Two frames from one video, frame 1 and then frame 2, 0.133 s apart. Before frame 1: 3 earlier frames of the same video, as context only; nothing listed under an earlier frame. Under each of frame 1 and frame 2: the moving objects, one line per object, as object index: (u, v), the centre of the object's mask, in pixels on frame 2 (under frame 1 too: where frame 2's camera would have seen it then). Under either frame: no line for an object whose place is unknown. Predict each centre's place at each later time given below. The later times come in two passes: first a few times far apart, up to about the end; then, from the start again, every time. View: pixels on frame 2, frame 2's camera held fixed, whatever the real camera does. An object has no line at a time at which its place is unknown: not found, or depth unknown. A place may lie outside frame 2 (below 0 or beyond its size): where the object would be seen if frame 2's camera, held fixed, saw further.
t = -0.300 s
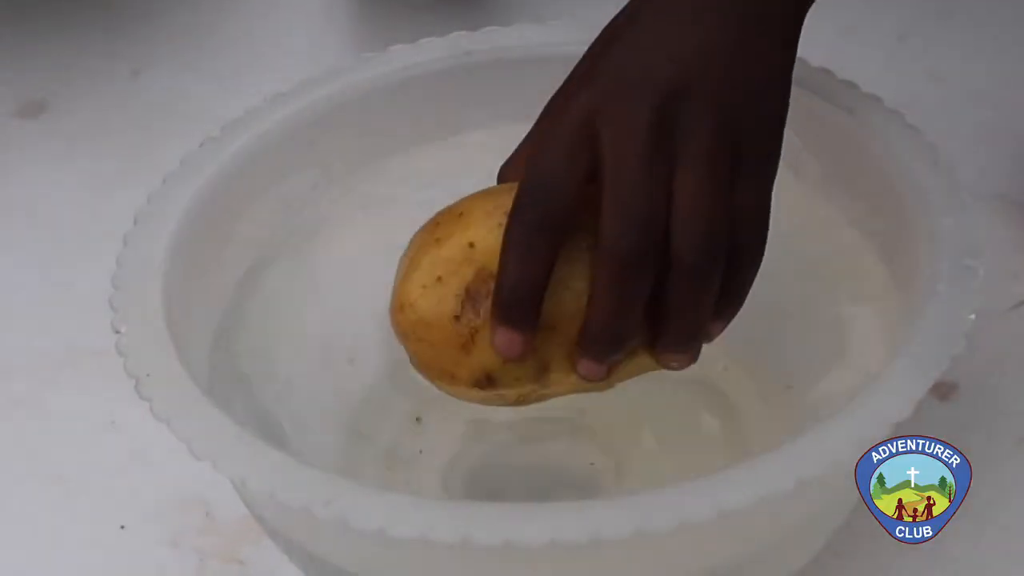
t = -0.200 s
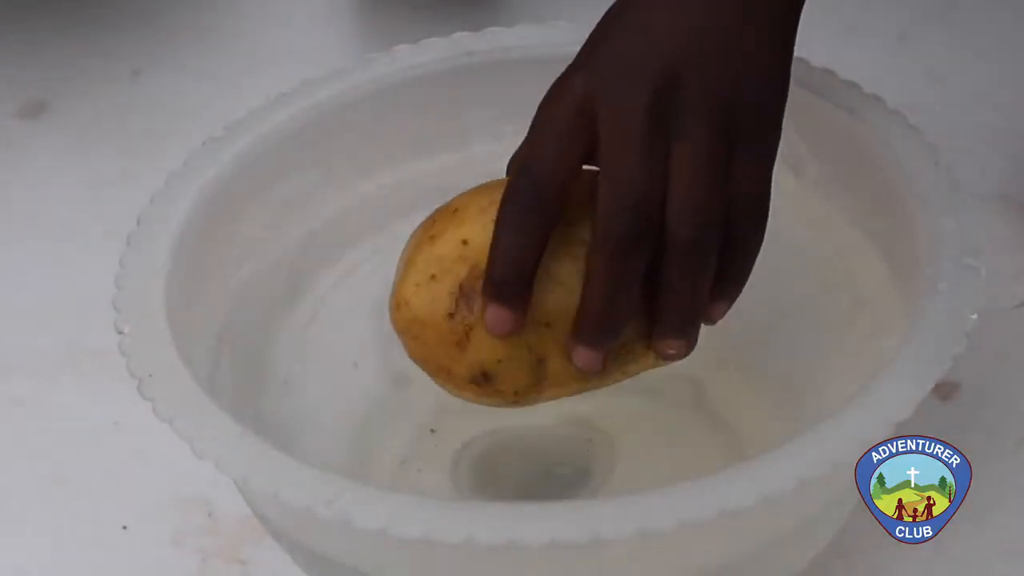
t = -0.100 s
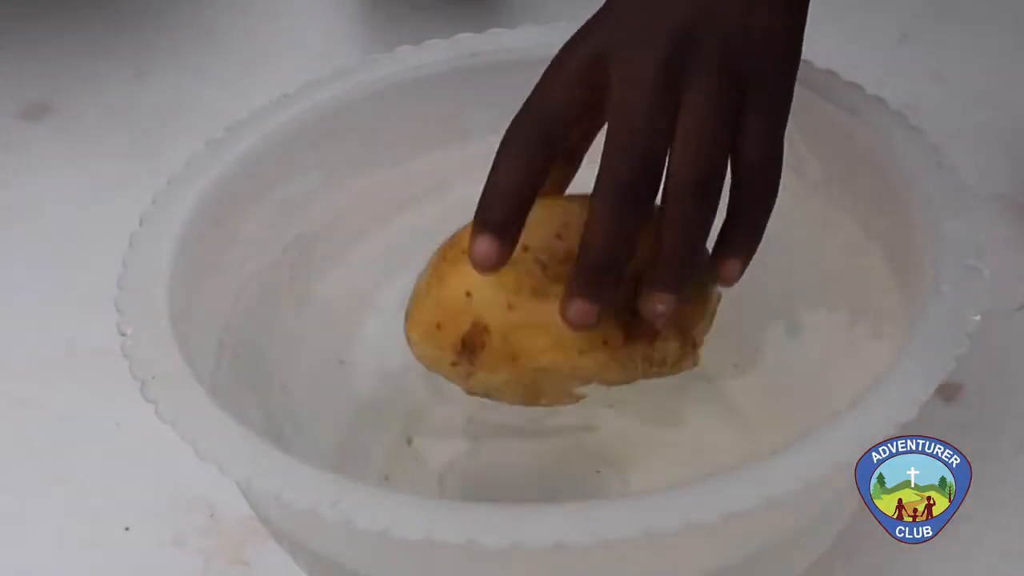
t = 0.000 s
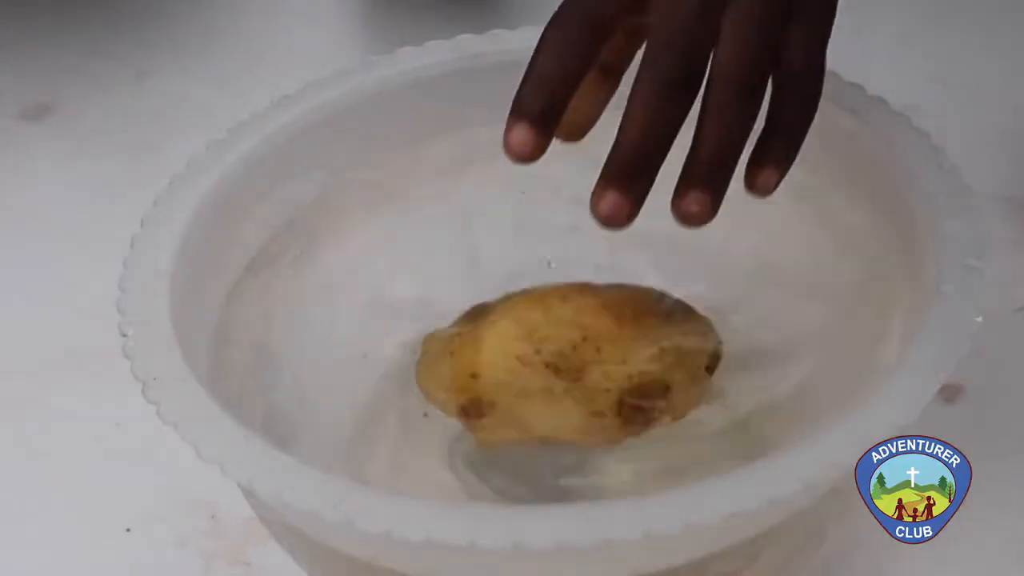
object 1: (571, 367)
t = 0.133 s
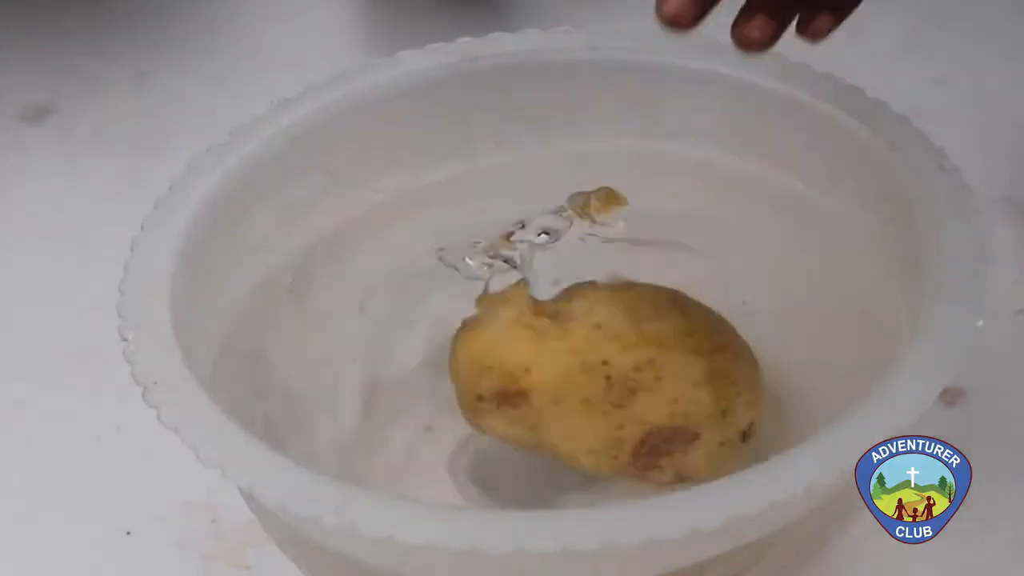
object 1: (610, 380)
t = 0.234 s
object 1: (631, 372)
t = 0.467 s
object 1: (621, 355)
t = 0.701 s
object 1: (618, 352)
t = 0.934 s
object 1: (601, 369)
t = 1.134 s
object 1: (594, 377)
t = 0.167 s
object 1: (621, 375)
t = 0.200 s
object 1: (624, 371)
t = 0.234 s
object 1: (631, 372)
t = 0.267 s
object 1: (634, 369)
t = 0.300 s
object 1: (621, 351)
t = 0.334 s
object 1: (616, 352)
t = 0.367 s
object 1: (613, 350)
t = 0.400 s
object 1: (614, 346)
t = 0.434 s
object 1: (623, 349)
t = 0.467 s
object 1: (621, 355)
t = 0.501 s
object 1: (622, 359)
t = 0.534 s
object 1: (622, 362)
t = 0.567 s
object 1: (620, 362)
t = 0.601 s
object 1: (611, 360)
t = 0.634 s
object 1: (613, 363)
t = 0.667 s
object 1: (615, 366)
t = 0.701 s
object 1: (618, 352)
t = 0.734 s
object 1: (616, 362)
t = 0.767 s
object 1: (612, 366)
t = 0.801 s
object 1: (605, 363)
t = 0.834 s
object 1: (599, 362)
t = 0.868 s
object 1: (599, 365)
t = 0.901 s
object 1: (600, 371)
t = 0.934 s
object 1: (601, 369)
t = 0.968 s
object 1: (599, 362)
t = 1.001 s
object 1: (596, 369)
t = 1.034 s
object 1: (592, 372)
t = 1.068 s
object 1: (588, 378)
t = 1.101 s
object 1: (590, 383)
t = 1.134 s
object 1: (594, 377)
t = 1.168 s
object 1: (594, 381)
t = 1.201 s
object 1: (590, 379)
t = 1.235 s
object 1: (585, 374)
